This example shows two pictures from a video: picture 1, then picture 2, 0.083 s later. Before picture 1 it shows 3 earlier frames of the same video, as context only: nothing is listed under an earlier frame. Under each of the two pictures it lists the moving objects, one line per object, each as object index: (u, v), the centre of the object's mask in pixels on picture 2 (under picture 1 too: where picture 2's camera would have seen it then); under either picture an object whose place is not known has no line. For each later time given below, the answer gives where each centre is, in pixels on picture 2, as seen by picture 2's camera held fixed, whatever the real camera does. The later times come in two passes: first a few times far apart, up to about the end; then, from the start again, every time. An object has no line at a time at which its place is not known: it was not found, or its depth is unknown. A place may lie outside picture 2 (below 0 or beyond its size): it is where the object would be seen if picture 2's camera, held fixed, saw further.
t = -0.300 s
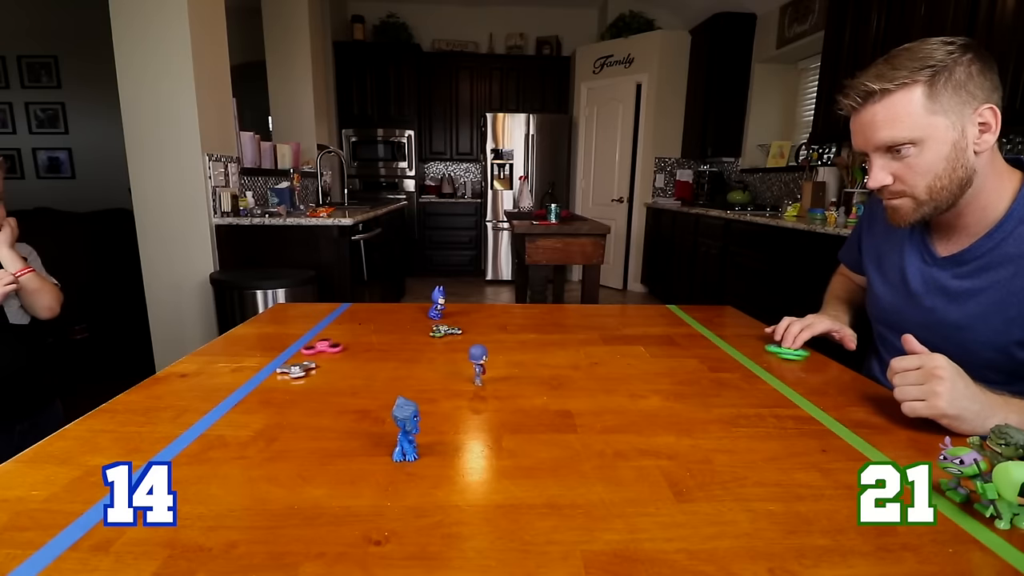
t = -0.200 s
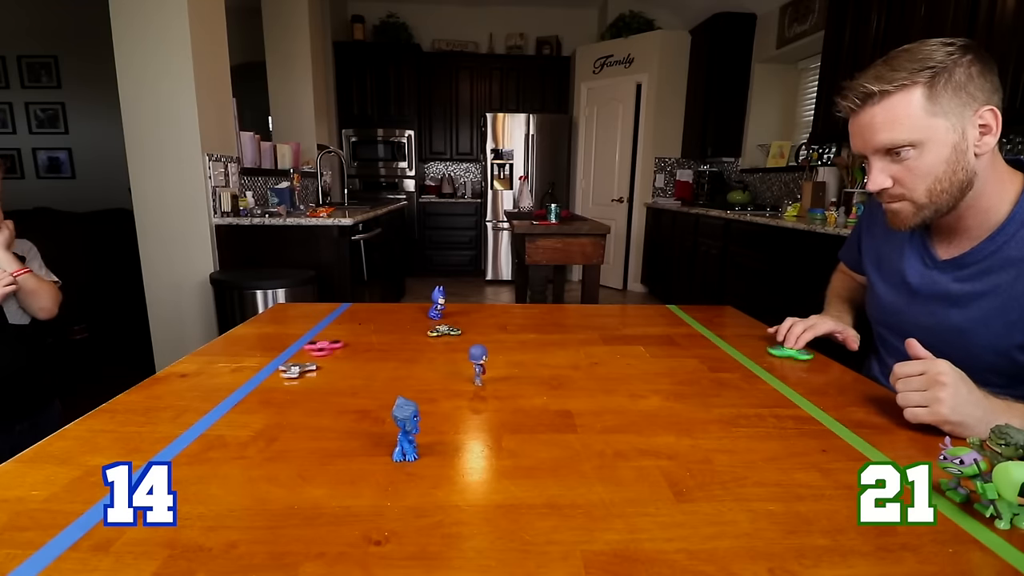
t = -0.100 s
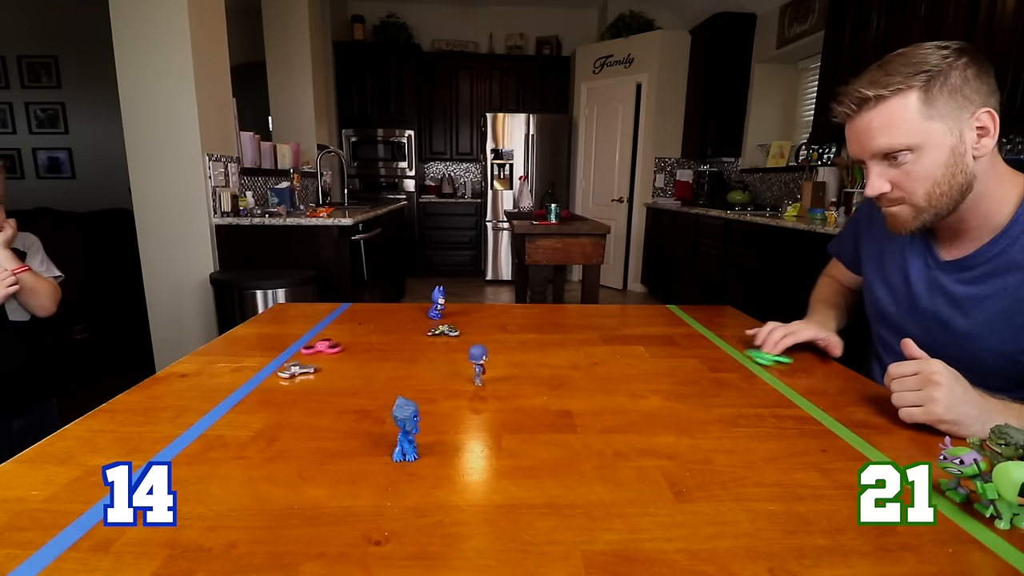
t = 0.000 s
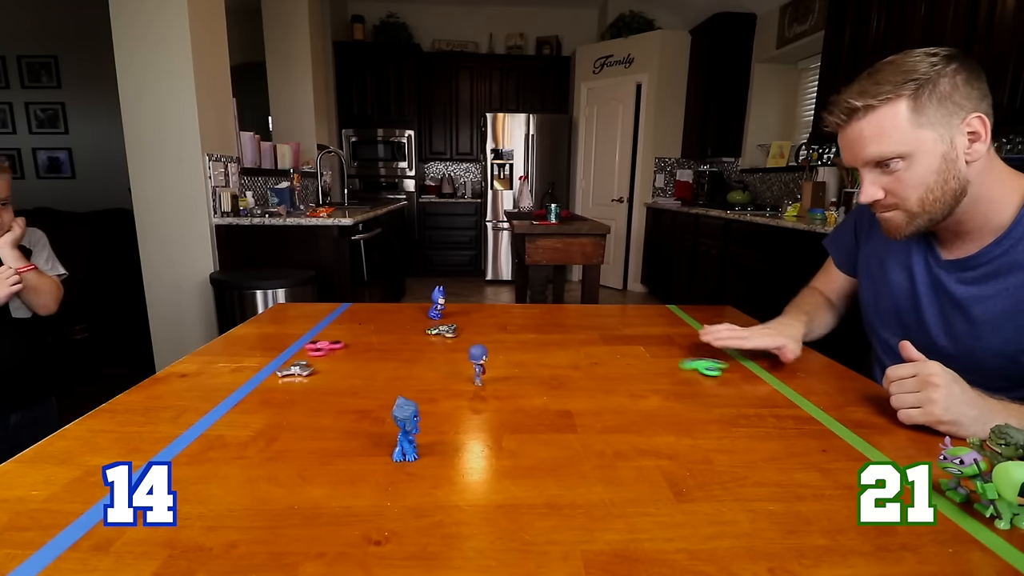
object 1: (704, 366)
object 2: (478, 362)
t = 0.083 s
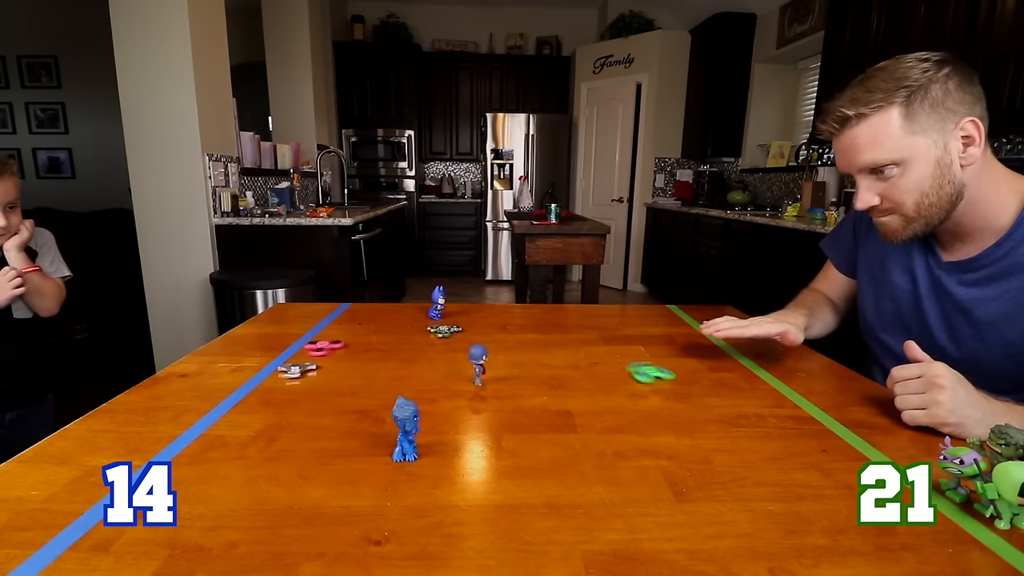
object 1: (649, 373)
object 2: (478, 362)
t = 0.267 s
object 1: (540, 383)
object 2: (478, 362)
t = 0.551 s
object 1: (464, 385)
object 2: (411, 377)
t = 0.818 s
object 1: (463, 386)
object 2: (285, 398)
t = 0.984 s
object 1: (463, 385)
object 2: (239, 403)
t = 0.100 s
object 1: (638, 374)
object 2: (478, 362)
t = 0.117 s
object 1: (627, 375)
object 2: (478, 362)
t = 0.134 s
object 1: (618, 376)
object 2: (478, 362)
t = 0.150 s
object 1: (607, 377)
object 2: (478, 362)
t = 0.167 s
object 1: (596, 378)
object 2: (478, 362)
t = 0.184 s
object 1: (586, 379)
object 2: (478, 362)
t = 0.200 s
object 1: (577, 380)
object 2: (478, 362)
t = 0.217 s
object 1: (567, 380)
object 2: (478, 362)
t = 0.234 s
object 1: (557, 381)
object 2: (478, 362)
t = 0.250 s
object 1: (548, 382)
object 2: (478, 362)
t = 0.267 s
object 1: (540, 383)
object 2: (478, 362)
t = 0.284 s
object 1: (531, 383)
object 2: (478, 362)
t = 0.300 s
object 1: (522, 384)
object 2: (478, 362)
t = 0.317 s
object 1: (514, 385)
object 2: (478, 362)
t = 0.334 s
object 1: (506, 385)
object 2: (478, 362)
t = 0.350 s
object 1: (499, 385)
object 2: (475, 363)
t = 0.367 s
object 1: (494, 385)
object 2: (471, 361)
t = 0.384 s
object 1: (489, 386)
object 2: (467, 359)
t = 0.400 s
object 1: (484, 386)
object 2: (471, 362)
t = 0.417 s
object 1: (481, 386)
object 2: (467, 368)
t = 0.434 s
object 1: (477, 386)
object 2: (460, 370)
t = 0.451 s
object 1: (476, 385)
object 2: (453, 371)
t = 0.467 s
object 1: (471, 386)
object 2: (446, 370)
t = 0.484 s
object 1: (469, 385)
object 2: (439, 369)
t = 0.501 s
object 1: (466, 385)
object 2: (434, 372)
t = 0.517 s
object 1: (464, 385)
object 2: (428, 373)
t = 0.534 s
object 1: (464, 385)
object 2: (420, 374)
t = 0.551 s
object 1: (464, 385)
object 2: (411, 377)
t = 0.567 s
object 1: (463, 386)
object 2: (403, 381)
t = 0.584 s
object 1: (464, 385)
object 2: (395, 383)
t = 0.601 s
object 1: (463, 385)
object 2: (386, 385)
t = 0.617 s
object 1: (463, 385)
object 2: (377, 387)
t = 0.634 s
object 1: (463, 385)
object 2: (369, 389)
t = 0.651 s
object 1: (463, 386)
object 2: (360, 390)
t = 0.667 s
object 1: (463, 385)
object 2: (352, 390)
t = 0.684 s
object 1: (463, 385)
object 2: (344, 391)
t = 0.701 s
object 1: (463, 385)
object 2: (336, 392)
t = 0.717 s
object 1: (463, 385)
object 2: (328, 393)
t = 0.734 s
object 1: (463, 386)
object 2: (319, 394)
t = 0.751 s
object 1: (464, 385)
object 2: (312, 395)
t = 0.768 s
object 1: (463, 385)
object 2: (305, 395)
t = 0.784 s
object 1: (463, 385)
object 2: (298, 396)
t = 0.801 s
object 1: (463, 385)
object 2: (291, 397)
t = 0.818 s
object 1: (463, 386)
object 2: (285, 398)
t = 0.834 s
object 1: (463, 385)
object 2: (279, 399)
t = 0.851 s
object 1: (463, 385)
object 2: (273, 399)
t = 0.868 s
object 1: (463, 385)
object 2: (268, 400)
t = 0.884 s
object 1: (463, 385)
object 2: (263, 401)
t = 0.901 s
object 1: (463, 386)
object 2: (258, 401)
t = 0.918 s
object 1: (464, 385)
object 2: (254, 401)
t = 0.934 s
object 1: (463, 385)
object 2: (249, 402)
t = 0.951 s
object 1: (463, 385)
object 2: (245, 403)
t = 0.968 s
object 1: (463, 385)
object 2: (242, 403)
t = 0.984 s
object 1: (463, 385)
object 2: (239, 403)
